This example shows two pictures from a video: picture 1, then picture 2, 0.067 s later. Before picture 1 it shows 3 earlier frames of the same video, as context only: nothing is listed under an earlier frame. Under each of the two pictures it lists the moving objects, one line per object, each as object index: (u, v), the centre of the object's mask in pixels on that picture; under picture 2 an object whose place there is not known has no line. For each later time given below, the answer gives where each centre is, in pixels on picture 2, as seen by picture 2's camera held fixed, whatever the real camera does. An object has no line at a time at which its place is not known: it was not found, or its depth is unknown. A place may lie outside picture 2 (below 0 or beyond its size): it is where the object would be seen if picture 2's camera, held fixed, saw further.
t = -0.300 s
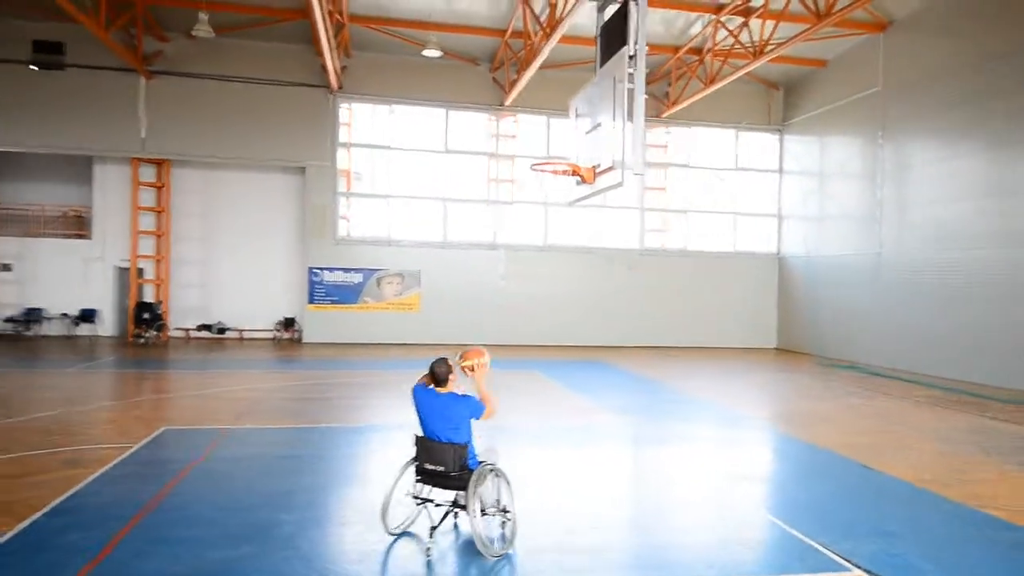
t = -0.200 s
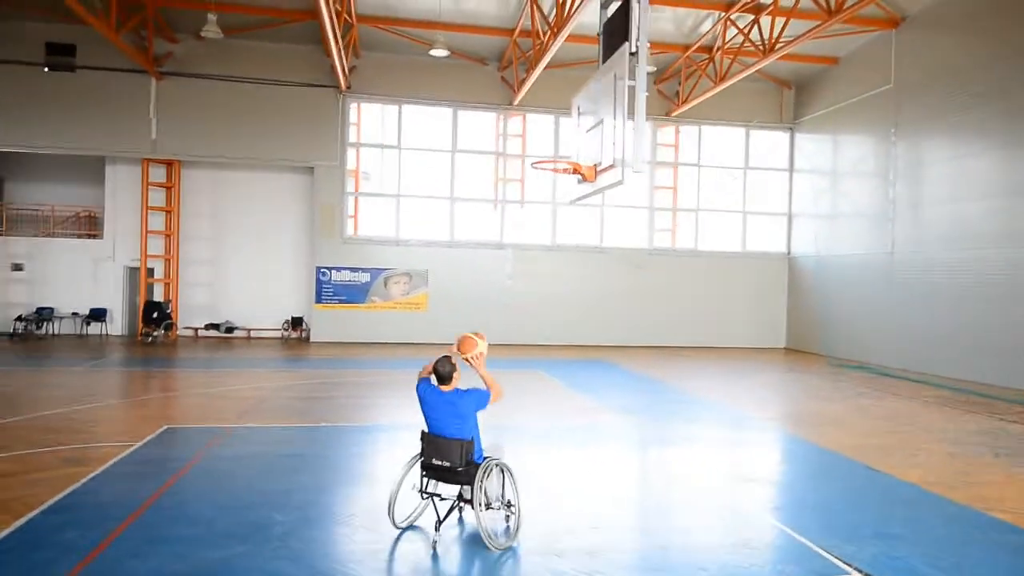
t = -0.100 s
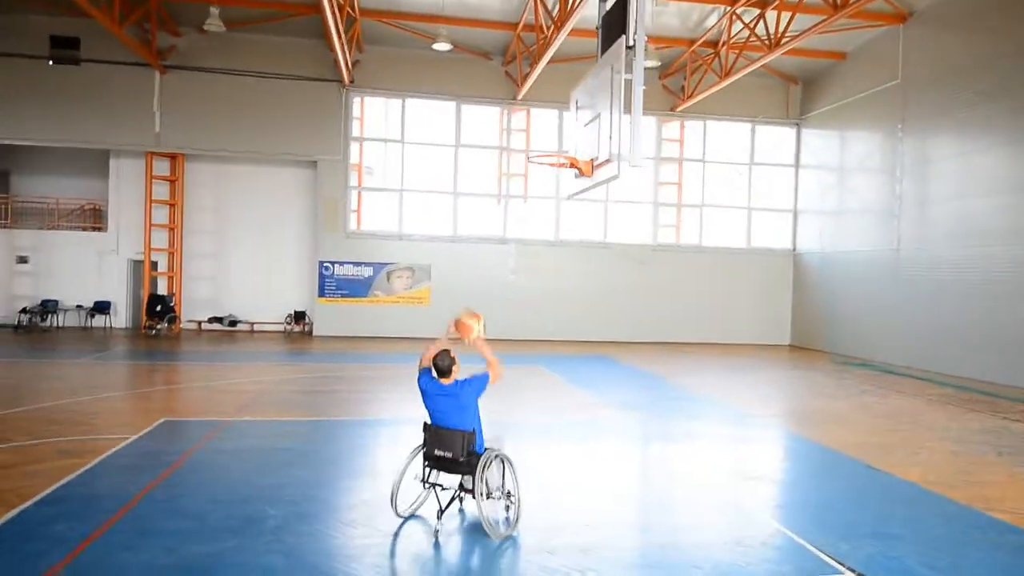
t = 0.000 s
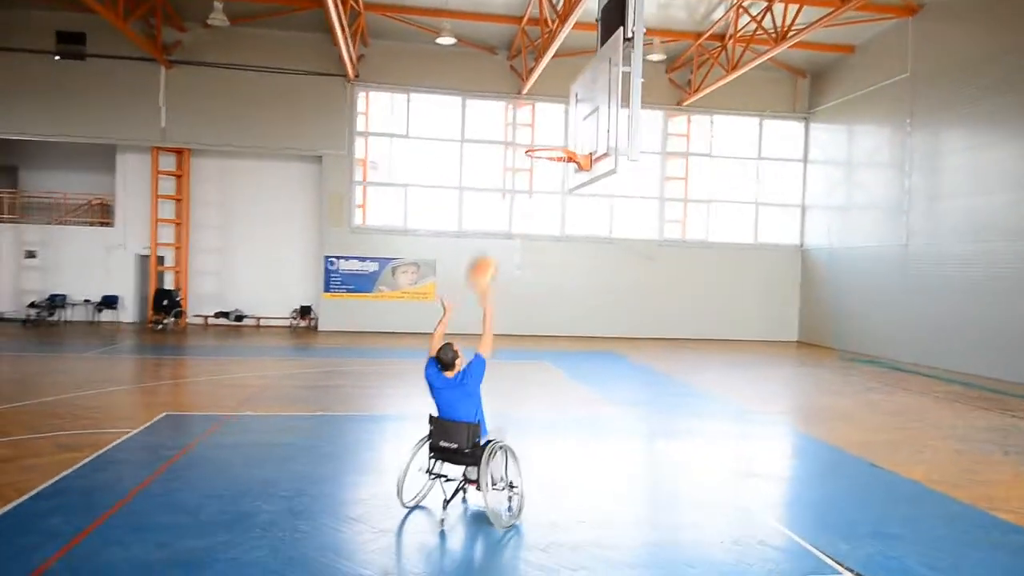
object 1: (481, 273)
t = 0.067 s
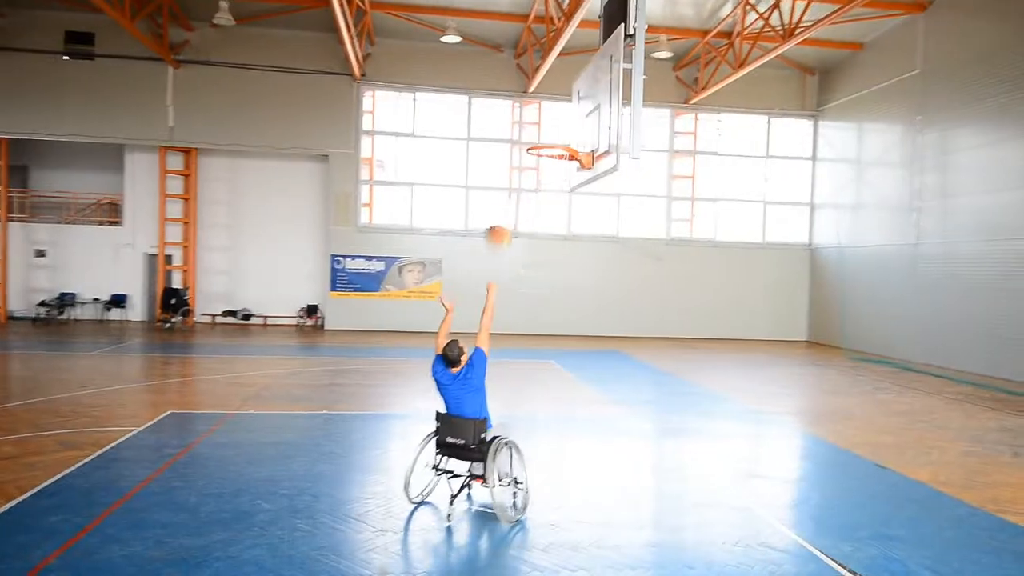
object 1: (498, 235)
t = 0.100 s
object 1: (507, 216)
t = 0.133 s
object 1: (512, 200)
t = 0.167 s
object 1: (516, 190)
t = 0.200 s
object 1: (521, 176)
